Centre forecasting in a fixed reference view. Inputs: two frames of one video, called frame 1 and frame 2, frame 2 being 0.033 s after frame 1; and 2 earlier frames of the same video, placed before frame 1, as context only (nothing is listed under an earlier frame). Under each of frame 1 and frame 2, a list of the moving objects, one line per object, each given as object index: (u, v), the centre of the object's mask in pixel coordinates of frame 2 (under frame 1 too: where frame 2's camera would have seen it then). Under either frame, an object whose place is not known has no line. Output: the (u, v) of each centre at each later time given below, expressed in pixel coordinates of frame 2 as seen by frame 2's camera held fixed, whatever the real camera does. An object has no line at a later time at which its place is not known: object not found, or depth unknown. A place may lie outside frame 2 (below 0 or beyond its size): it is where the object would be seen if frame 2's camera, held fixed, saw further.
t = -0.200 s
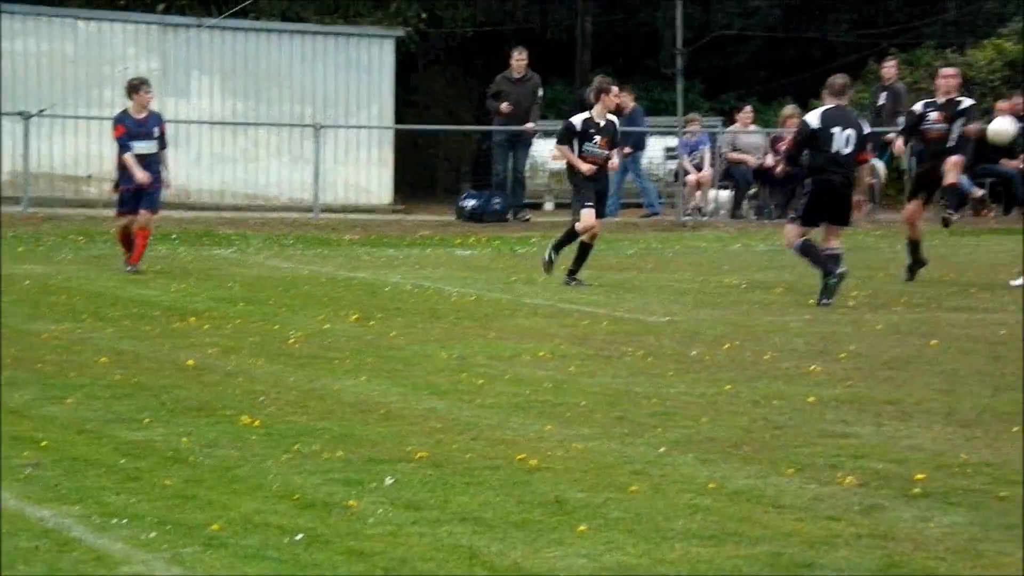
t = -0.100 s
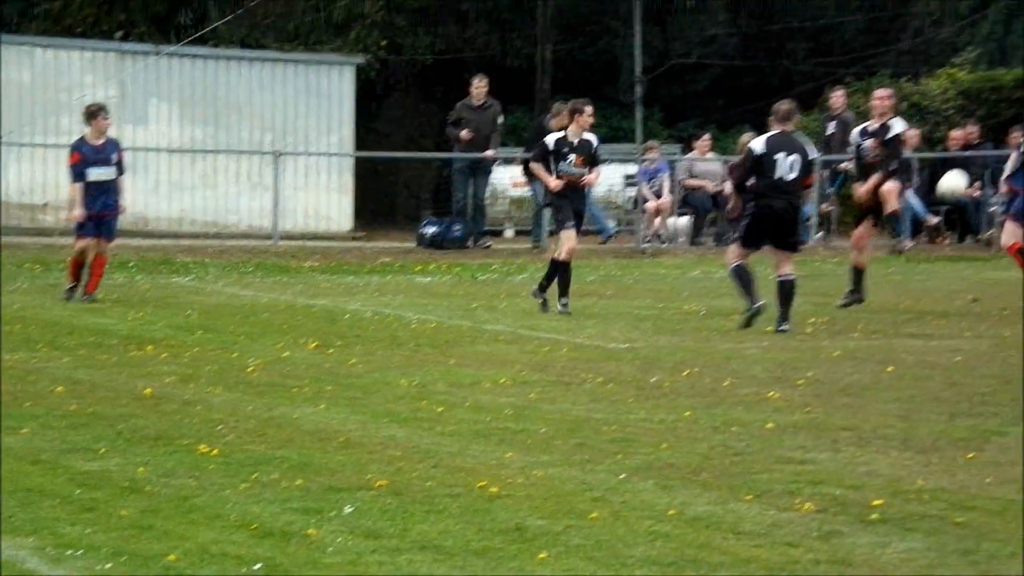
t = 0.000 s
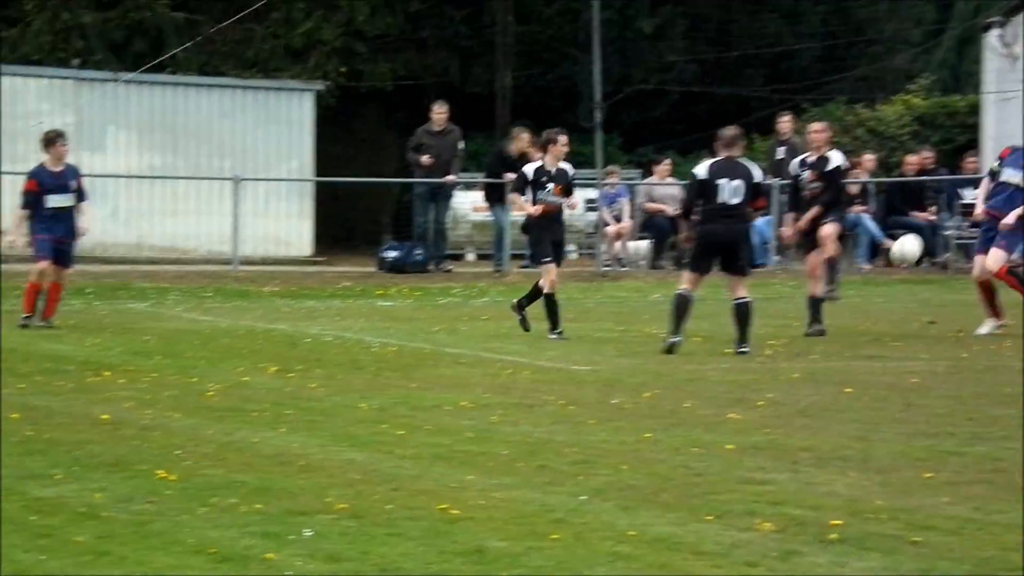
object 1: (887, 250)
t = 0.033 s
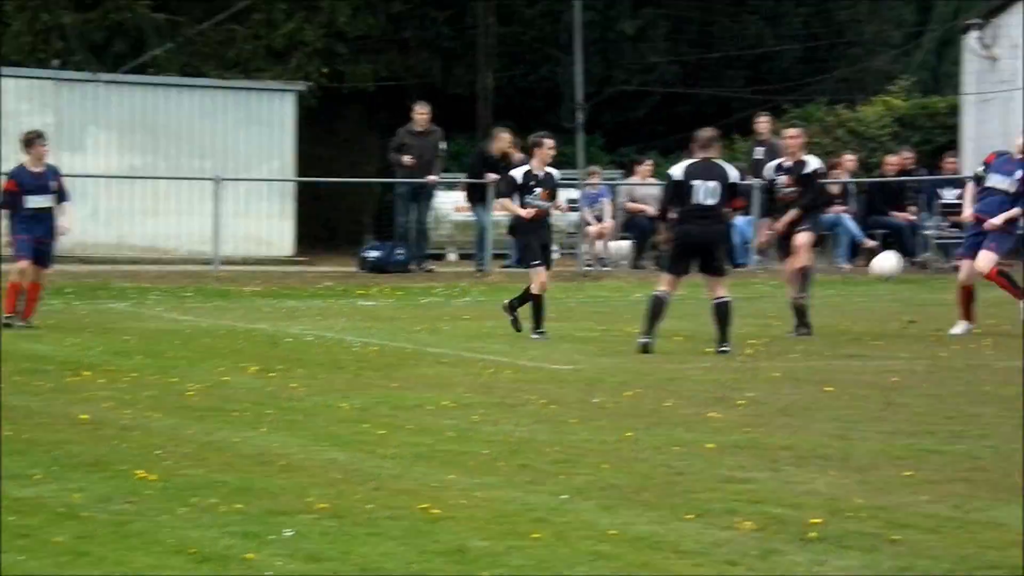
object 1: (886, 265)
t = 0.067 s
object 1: (890, 281)
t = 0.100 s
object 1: (886, 302)
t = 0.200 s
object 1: (885, 321)
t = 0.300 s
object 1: (888, 284)
